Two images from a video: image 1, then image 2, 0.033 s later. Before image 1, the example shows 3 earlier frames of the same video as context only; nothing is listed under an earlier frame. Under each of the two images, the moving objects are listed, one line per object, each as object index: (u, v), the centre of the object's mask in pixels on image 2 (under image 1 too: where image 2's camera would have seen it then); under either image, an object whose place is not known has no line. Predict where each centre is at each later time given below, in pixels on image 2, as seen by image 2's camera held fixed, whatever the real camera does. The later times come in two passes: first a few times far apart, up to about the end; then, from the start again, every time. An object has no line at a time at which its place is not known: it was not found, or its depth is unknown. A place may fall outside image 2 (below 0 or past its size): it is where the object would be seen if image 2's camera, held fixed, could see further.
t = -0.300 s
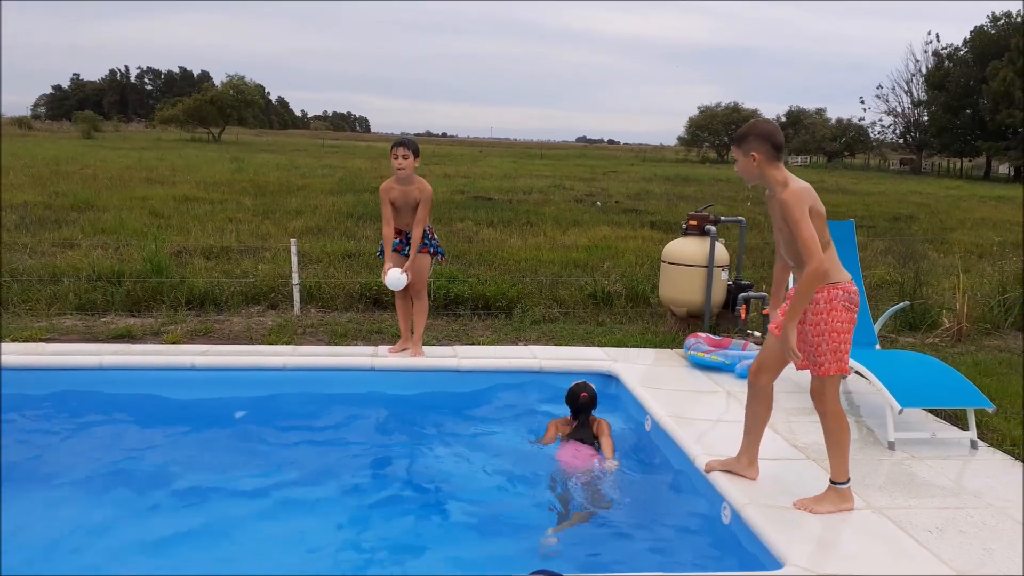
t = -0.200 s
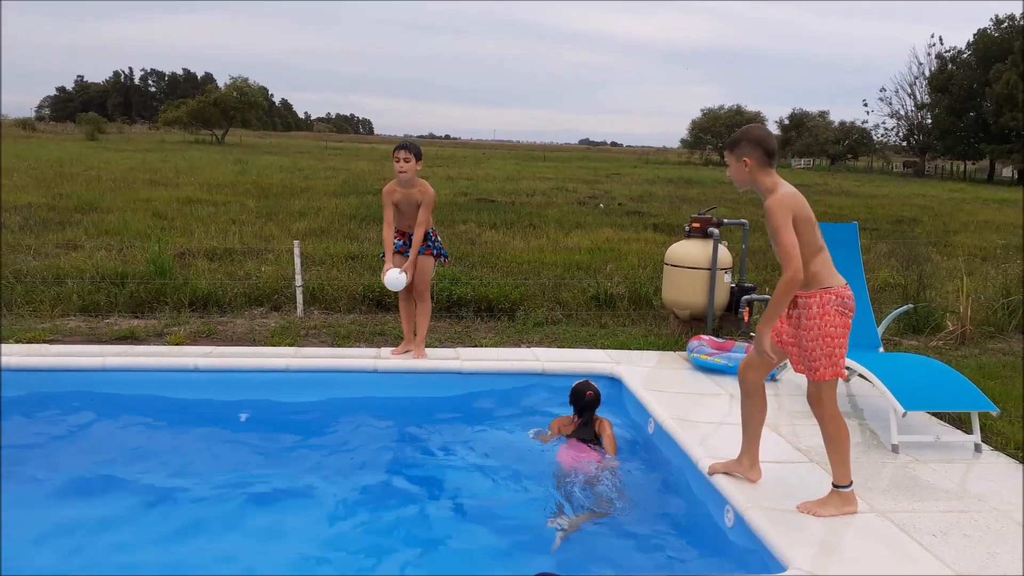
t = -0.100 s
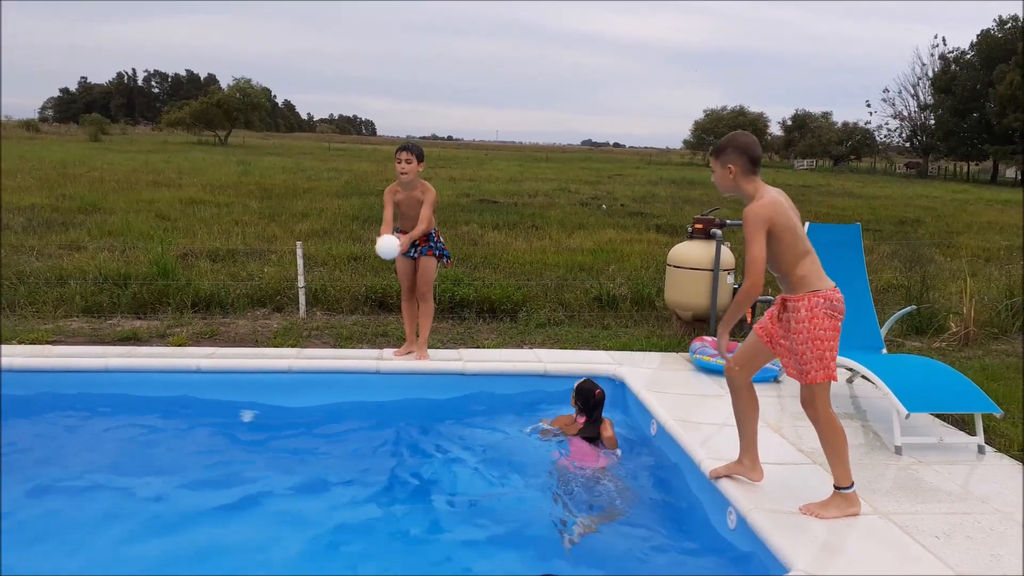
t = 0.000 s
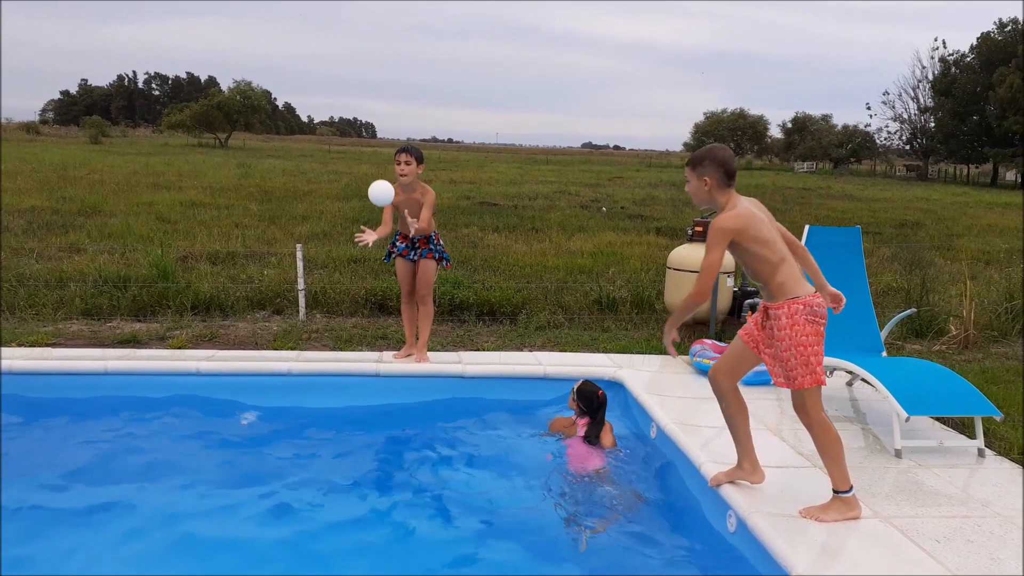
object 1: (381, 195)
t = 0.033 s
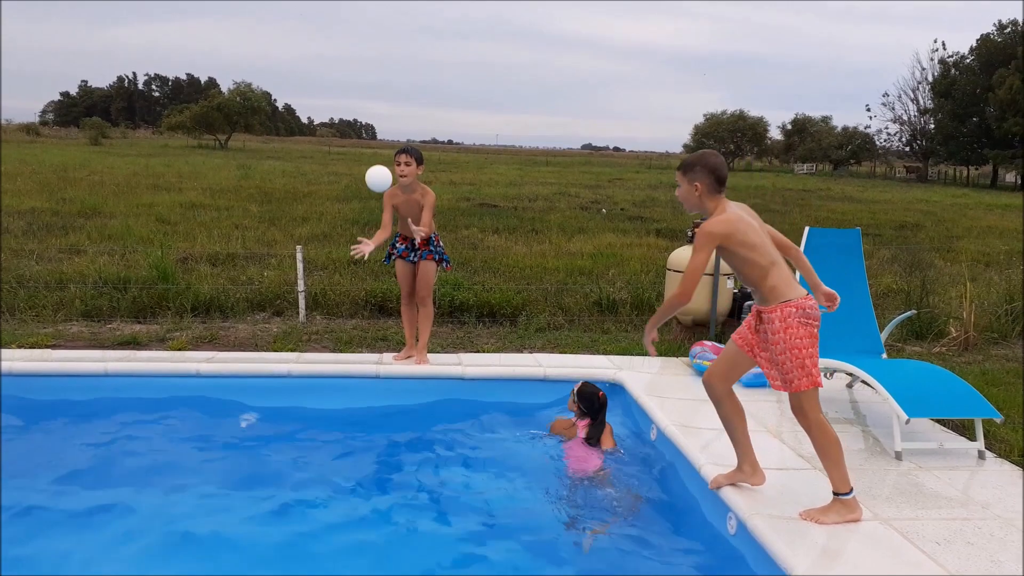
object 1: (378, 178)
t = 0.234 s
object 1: (362, 116)
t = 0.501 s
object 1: (337, 161)
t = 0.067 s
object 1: (376, 164)
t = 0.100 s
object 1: (373, 151)
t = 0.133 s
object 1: (370, 139)
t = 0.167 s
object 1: (368, 130)
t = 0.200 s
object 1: (365, 122)
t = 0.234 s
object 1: (362, 116)
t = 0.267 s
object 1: (359, 113)
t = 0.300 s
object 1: (356, 112)
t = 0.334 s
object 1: (353, 115)
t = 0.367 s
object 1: (350, 118)
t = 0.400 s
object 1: (347, 124)
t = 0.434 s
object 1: (343, 135)
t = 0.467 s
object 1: (341, 147)
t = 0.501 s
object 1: (337, 161)
